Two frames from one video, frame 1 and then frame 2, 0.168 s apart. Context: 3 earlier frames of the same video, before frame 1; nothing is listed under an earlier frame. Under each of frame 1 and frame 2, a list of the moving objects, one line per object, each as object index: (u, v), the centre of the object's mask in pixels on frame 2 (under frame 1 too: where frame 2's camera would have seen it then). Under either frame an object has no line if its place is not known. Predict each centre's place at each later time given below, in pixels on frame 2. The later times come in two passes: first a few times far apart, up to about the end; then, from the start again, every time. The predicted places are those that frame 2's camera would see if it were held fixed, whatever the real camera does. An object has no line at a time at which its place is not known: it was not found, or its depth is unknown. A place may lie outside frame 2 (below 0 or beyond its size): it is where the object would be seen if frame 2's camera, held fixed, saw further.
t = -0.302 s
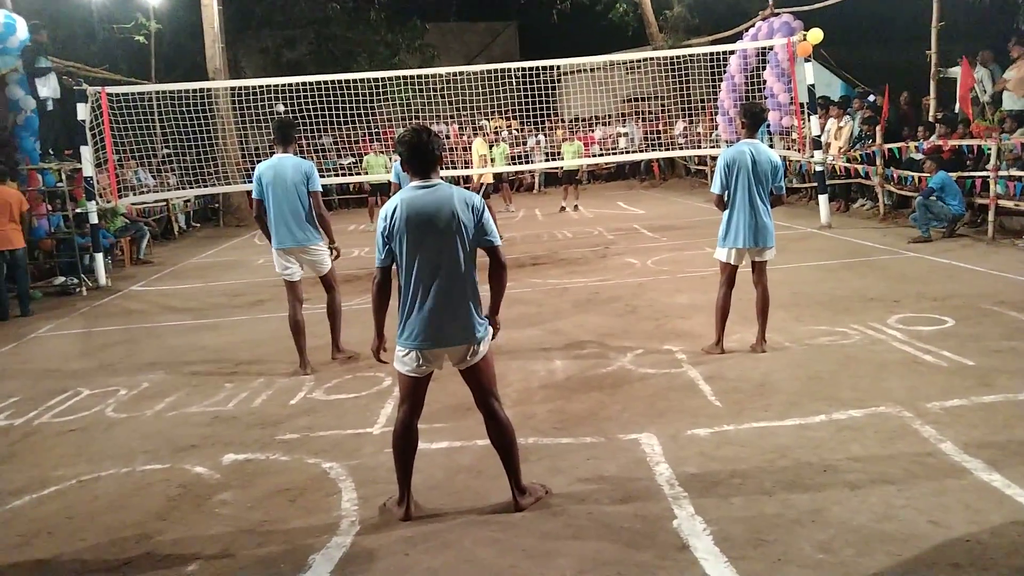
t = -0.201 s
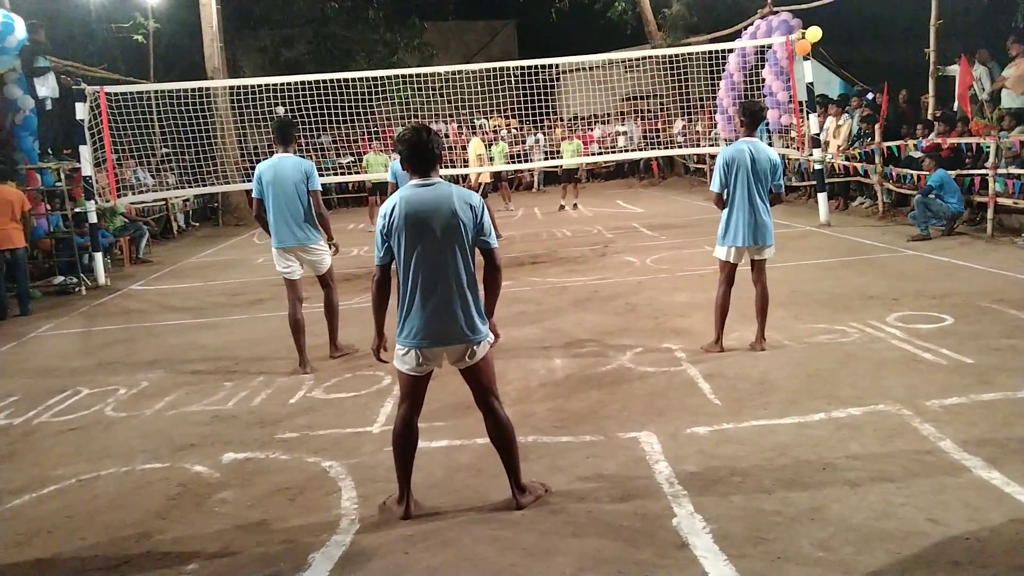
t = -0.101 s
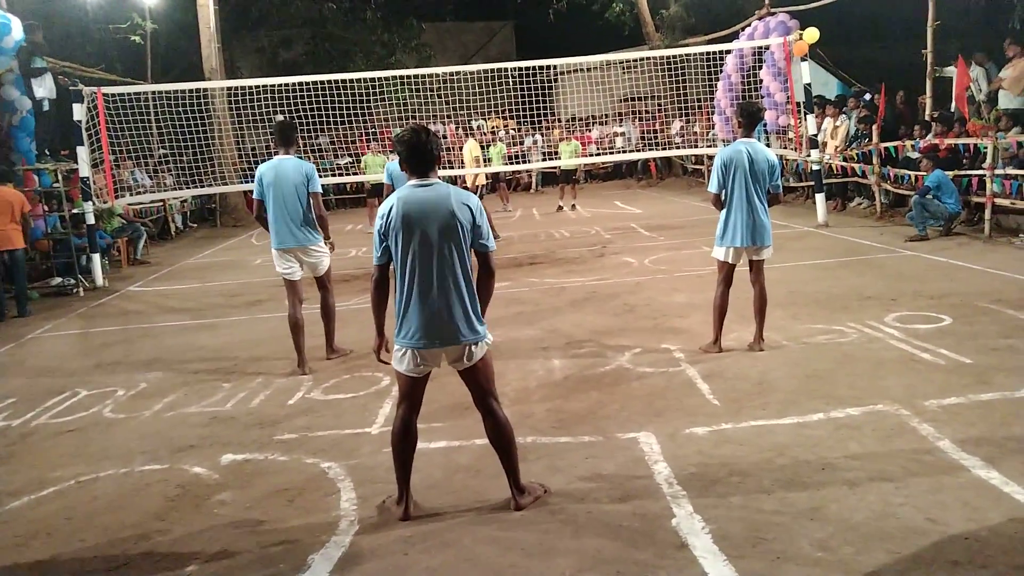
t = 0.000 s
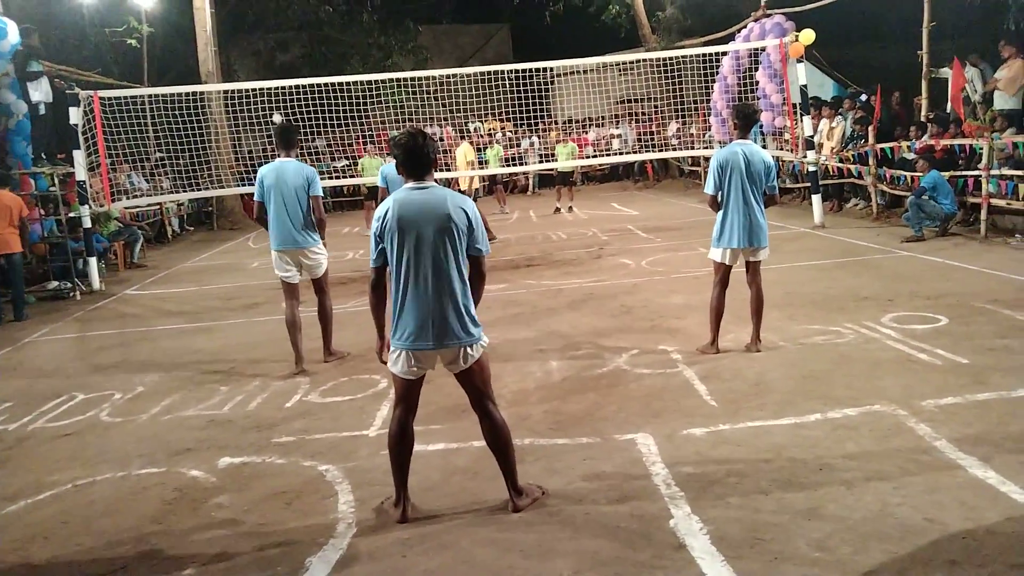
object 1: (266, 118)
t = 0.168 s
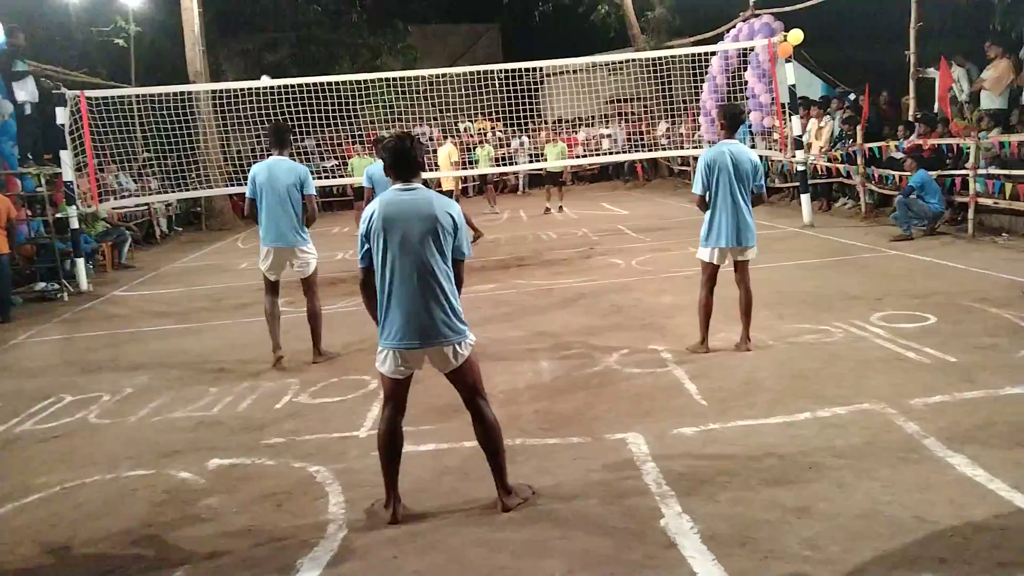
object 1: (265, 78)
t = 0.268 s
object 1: (266, 61)
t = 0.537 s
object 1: (270, 19)
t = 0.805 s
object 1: (277, 19)
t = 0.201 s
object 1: (266, 73)
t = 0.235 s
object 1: (266, 67)
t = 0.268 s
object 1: (266, 61)
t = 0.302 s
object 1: (266, 55)
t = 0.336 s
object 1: (267, 49)
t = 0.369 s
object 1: (267, 43)
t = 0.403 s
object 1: (268, 37)
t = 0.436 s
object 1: (268, 32)
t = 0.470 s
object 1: (269, 27)
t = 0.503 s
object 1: (269, 23)
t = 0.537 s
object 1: (270, 19)
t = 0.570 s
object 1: (271, 16)
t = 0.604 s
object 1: (272, 14)
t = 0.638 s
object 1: (272, 13)
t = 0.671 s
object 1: (273, 12)
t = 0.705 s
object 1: (274, 12)
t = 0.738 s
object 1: (275, 13)
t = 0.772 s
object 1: (276, 15)
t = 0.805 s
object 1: (277, 19)
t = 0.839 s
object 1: (279, 24)
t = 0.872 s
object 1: (281, 32)
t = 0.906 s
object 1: (283, 41)
